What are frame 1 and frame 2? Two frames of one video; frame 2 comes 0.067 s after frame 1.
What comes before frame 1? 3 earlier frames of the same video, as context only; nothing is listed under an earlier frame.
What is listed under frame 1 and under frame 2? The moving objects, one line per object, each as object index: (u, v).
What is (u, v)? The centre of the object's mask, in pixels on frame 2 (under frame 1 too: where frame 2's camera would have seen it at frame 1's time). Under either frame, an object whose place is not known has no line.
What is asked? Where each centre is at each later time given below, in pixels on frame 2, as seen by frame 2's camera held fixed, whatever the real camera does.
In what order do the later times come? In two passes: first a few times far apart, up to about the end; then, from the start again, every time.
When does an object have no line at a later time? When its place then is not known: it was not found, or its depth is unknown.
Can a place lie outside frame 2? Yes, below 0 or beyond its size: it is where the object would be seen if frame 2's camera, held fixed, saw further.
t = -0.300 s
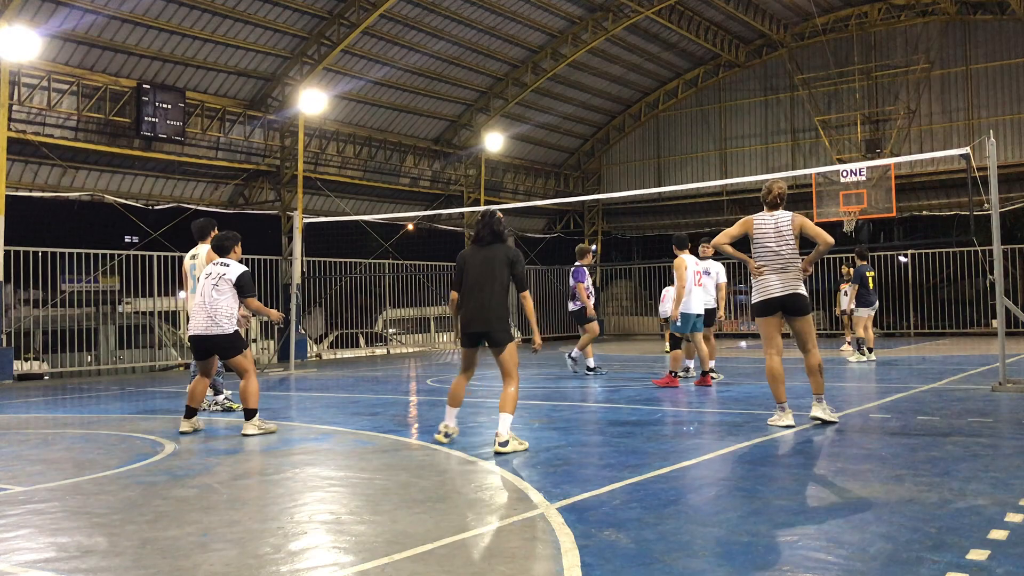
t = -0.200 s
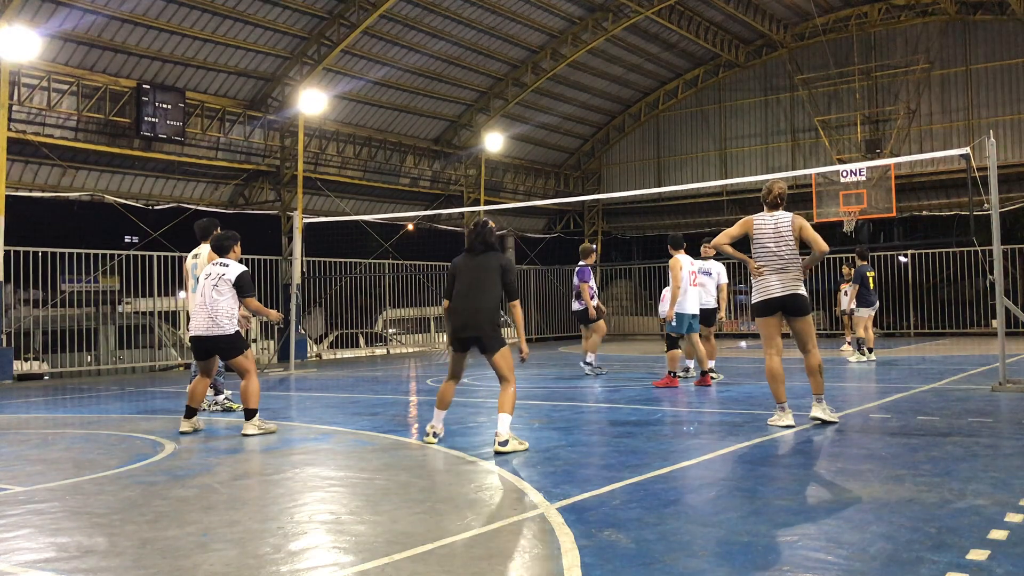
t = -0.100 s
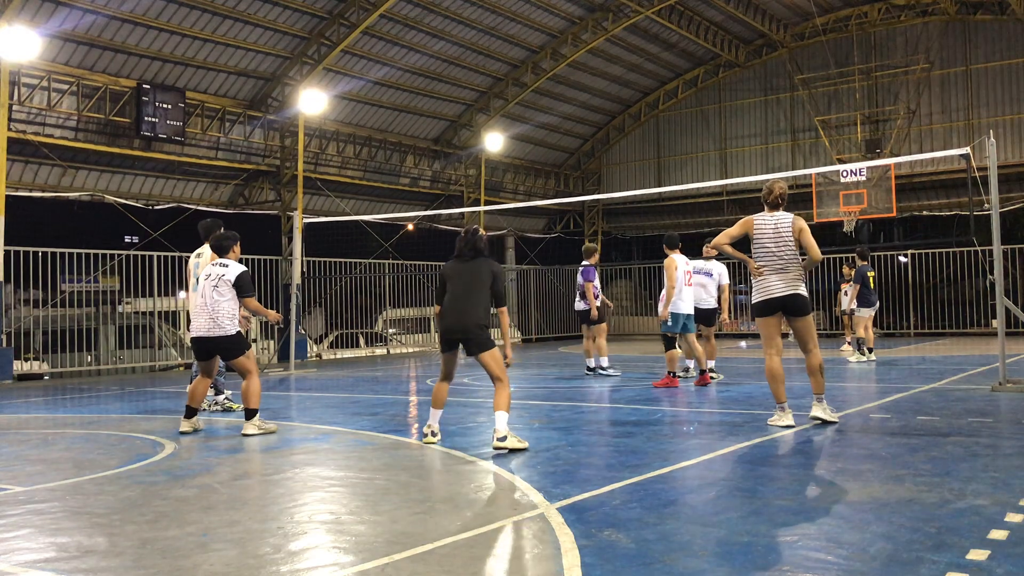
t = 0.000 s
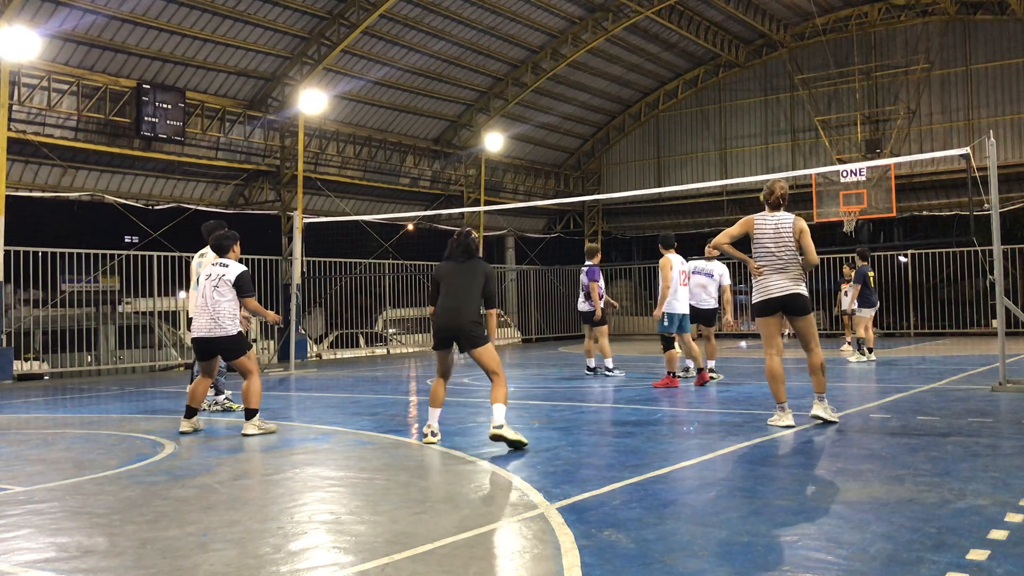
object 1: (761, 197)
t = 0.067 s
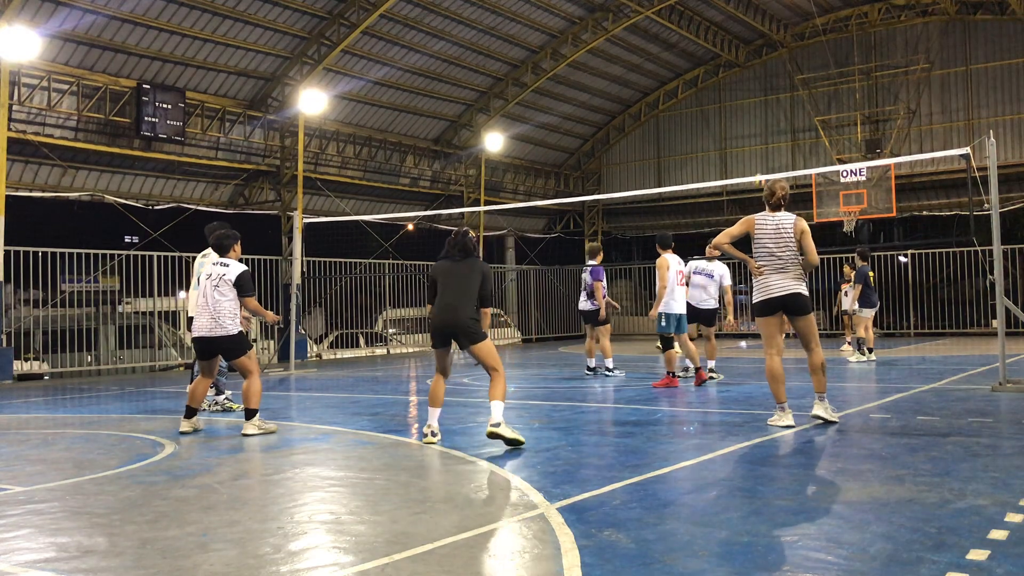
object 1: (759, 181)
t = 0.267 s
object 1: (741, 140)
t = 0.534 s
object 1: (718, 112)
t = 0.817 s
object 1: (692, 139)
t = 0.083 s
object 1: (757, 173)
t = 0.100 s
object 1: (756, 171)
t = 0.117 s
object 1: (754, 169)
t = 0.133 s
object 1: (753, 165)
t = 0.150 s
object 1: (751, 162)
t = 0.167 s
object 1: (750, 158)
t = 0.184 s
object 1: (748, 155)
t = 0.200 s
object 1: (746, 152)
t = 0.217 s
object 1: (745, 149)
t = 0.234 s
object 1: (744, 145)
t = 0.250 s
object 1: (742, 143)
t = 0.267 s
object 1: (741, 140)
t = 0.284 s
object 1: (739, 137)
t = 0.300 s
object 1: (738, 135)
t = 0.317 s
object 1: (737, 132)
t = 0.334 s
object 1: (735, 130)
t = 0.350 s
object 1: (734, 128)
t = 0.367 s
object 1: (733, 125)
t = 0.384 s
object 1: (731, 123)
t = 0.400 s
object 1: (730, 121)
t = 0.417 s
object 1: (729, 119)
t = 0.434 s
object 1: (727, 118)
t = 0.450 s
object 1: (726, 117)
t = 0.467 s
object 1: (724, 115)
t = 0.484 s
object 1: (723, 114)
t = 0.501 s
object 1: (721, 114)
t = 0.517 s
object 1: (720, 113)
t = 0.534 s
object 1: (718, 112)
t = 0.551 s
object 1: (717, 112)
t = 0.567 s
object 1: (716, 112)
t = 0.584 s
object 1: (714, 112)
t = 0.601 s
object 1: (713, 112)
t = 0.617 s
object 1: (711, 113)
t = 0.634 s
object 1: (710, 113)
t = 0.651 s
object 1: (708, 114)
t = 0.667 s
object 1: (707, 116)
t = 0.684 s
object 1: (705, 117)
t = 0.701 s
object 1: (703, 119)
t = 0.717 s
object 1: (702, 121)
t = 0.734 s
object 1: (700, 123)
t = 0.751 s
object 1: (699, 126)
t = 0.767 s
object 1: (697, 129)
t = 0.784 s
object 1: (695, 132)
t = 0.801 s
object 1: (693, 136)
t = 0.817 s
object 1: (692, 139)
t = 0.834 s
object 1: (690, 144)
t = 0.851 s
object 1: (688, 148)
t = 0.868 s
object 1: (686, 153)
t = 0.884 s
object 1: (685, 158)
